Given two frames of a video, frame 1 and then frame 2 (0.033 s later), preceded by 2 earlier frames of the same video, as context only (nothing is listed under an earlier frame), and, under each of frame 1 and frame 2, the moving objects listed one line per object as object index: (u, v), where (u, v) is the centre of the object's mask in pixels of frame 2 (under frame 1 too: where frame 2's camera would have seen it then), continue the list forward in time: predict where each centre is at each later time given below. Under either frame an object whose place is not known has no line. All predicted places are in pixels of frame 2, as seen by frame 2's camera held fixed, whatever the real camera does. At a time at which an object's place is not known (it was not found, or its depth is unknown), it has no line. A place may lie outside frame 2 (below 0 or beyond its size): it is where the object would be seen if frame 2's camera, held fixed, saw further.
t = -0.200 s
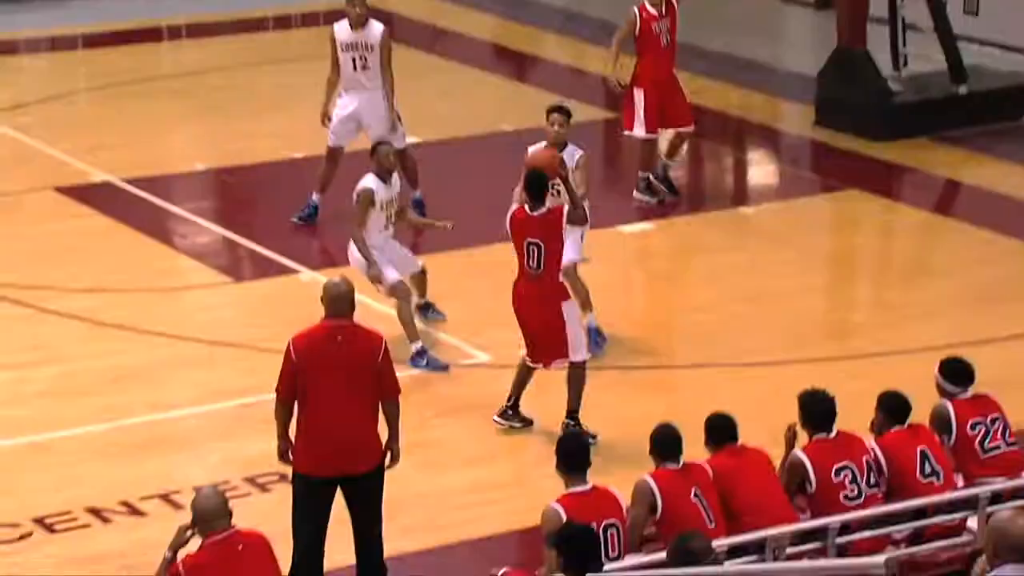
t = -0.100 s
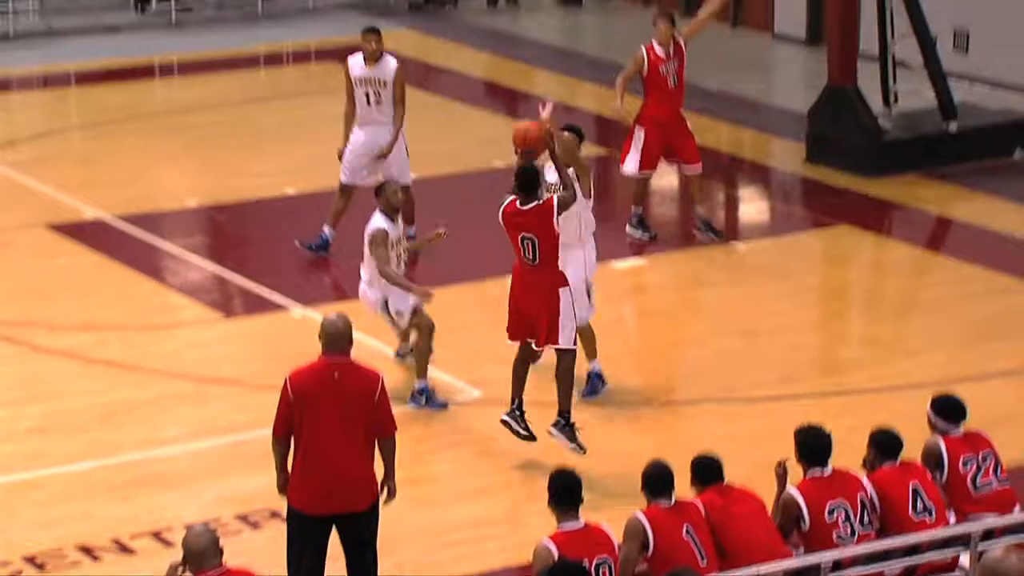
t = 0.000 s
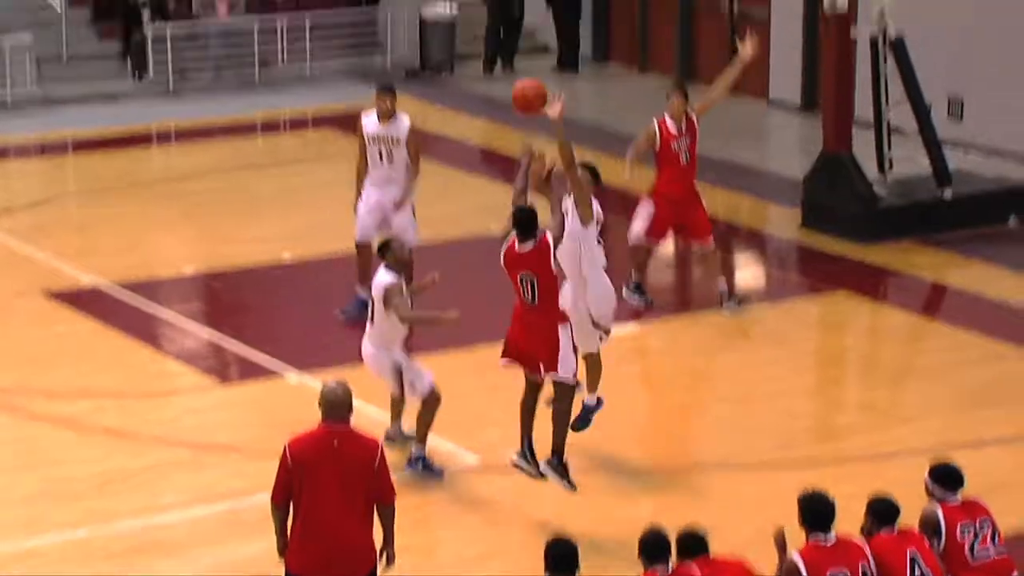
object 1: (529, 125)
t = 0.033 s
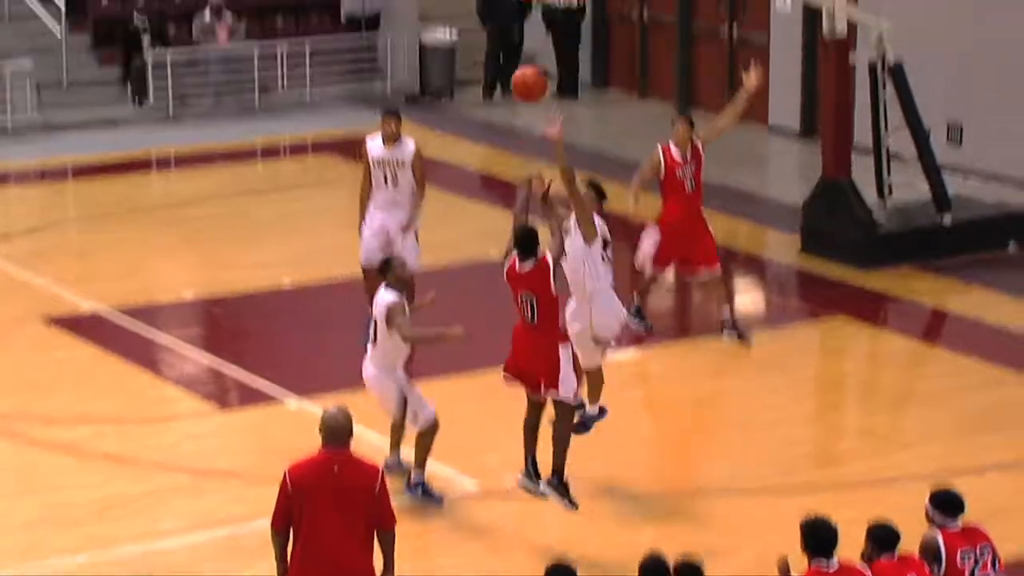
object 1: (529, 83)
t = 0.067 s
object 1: (528, 46)
